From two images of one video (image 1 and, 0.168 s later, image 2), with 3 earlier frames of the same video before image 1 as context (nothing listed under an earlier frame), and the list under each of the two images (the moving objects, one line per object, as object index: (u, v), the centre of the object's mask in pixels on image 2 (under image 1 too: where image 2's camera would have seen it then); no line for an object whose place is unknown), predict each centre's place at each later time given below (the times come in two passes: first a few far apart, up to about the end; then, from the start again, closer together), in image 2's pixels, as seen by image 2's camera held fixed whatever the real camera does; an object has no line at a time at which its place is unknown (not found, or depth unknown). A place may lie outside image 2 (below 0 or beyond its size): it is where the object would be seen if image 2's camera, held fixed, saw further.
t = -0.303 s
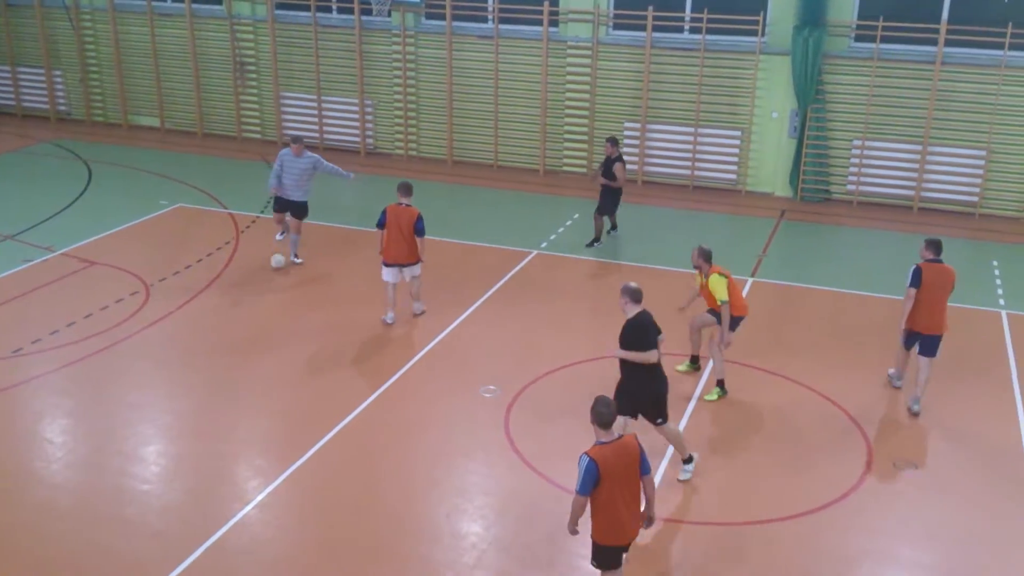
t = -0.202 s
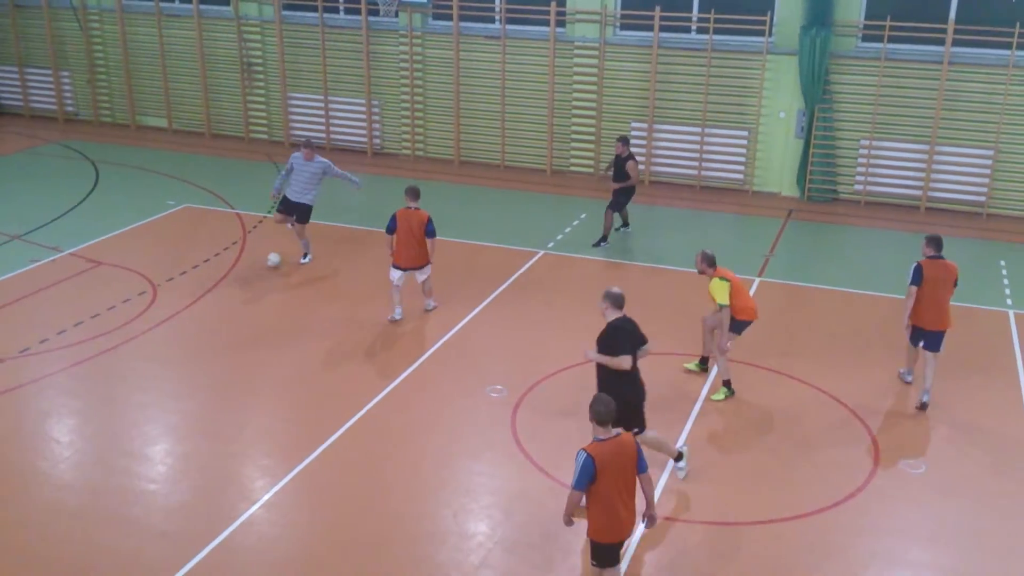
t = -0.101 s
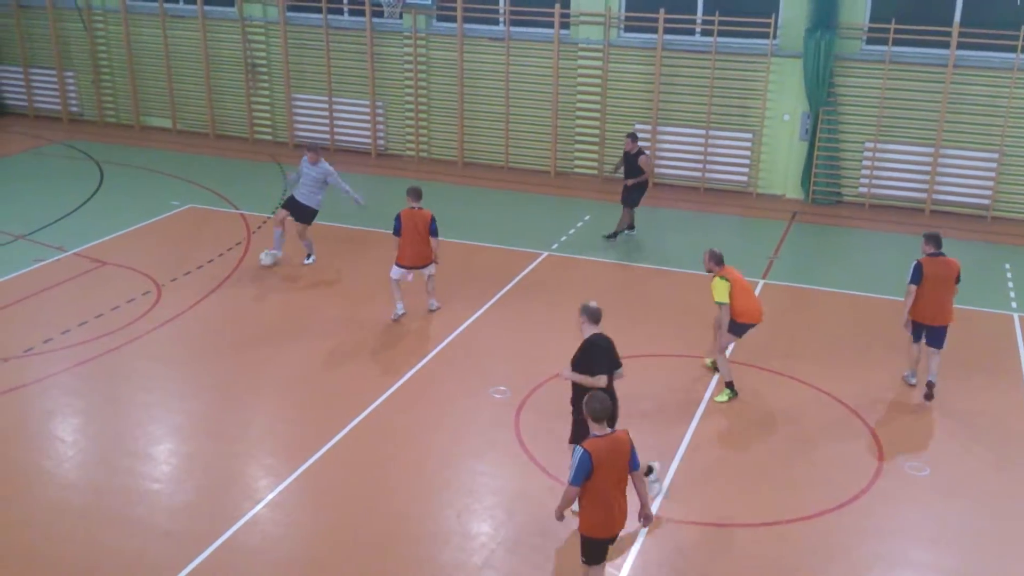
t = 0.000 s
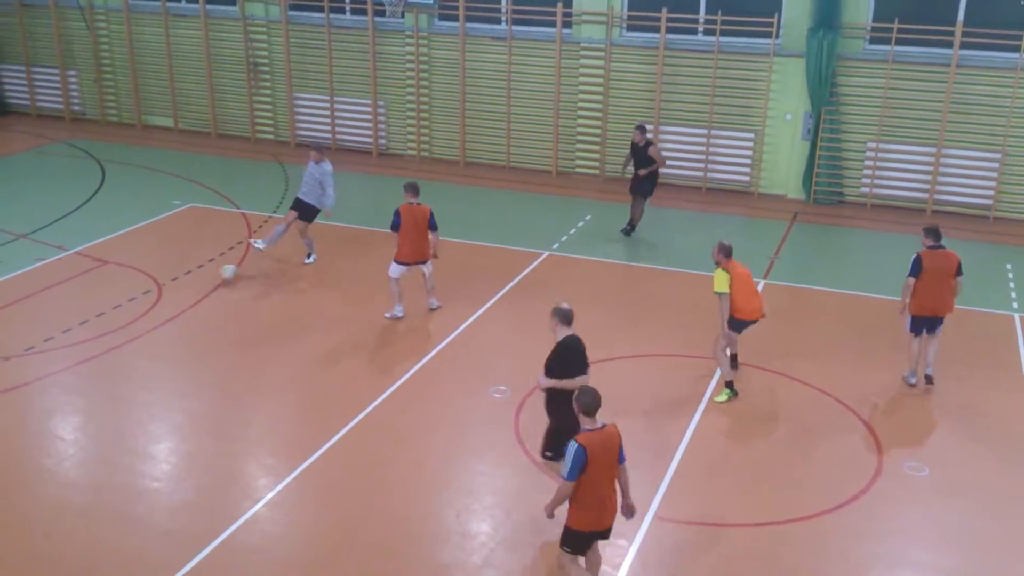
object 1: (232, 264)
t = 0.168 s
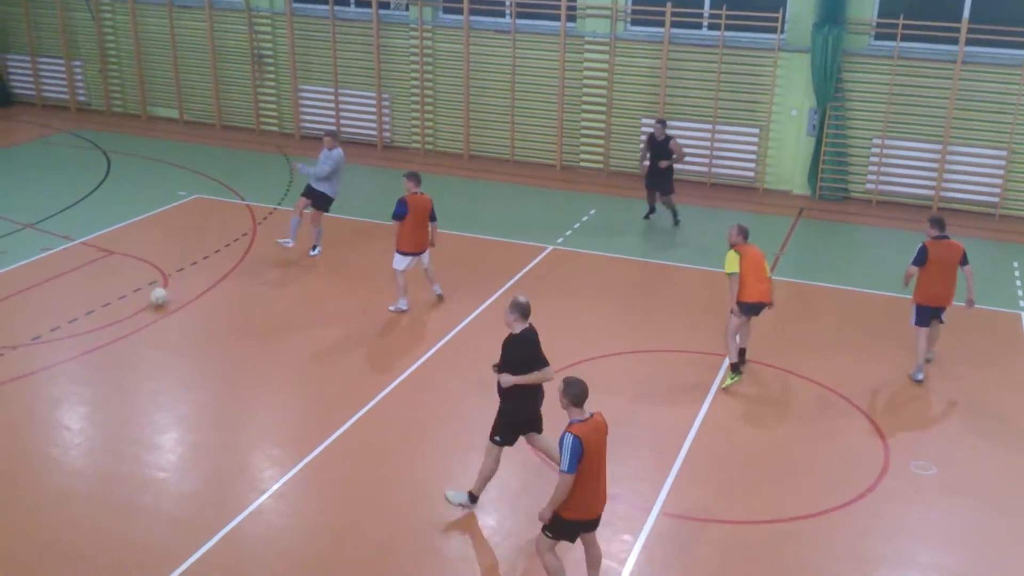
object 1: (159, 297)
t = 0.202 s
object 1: (144, 302)
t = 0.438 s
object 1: (41, 345)
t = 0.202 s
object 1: (144, 302)
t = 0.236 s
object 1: (130, 306)
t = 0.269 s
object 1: (115, 312)
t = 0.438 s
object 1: (41, 345)
